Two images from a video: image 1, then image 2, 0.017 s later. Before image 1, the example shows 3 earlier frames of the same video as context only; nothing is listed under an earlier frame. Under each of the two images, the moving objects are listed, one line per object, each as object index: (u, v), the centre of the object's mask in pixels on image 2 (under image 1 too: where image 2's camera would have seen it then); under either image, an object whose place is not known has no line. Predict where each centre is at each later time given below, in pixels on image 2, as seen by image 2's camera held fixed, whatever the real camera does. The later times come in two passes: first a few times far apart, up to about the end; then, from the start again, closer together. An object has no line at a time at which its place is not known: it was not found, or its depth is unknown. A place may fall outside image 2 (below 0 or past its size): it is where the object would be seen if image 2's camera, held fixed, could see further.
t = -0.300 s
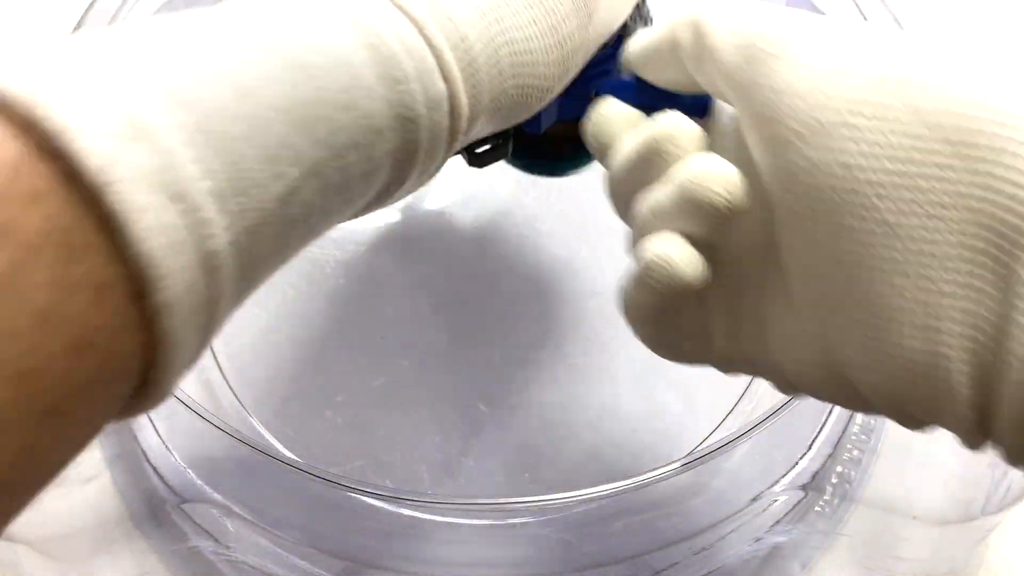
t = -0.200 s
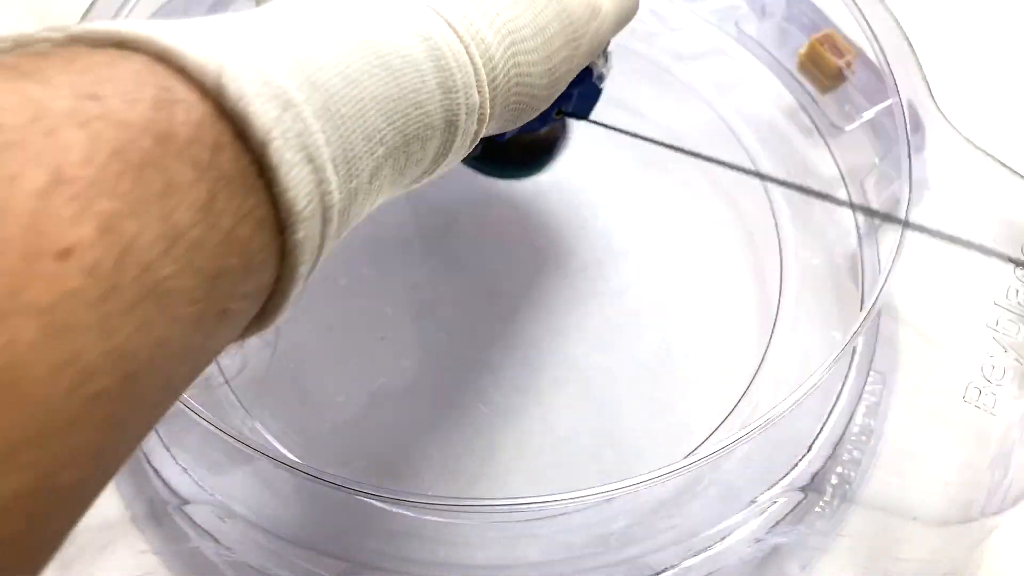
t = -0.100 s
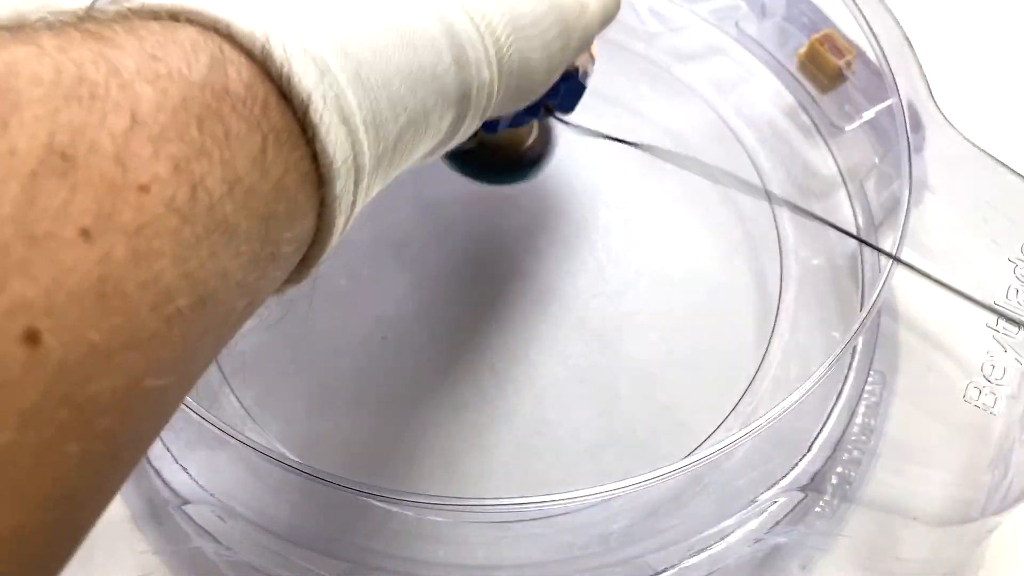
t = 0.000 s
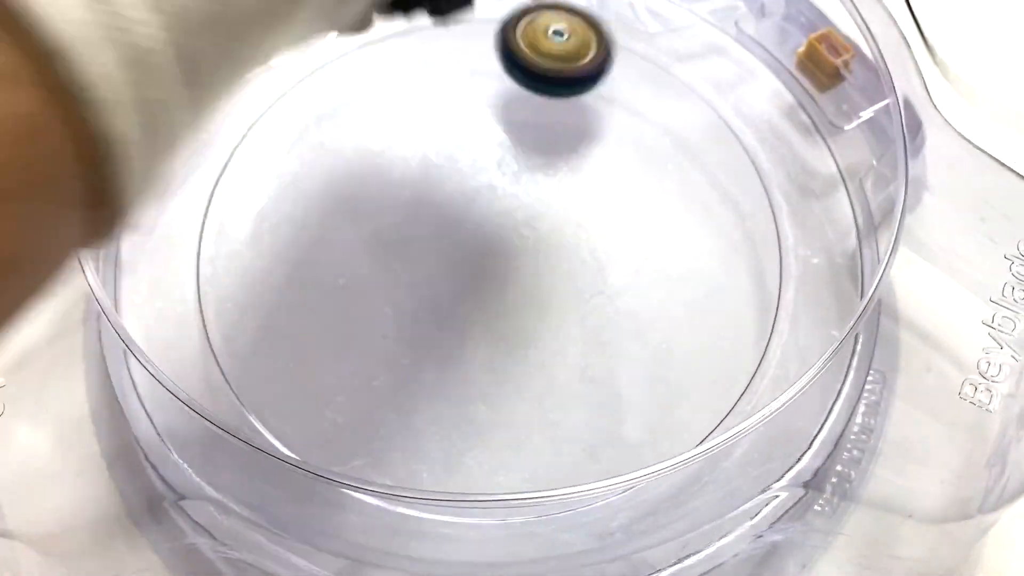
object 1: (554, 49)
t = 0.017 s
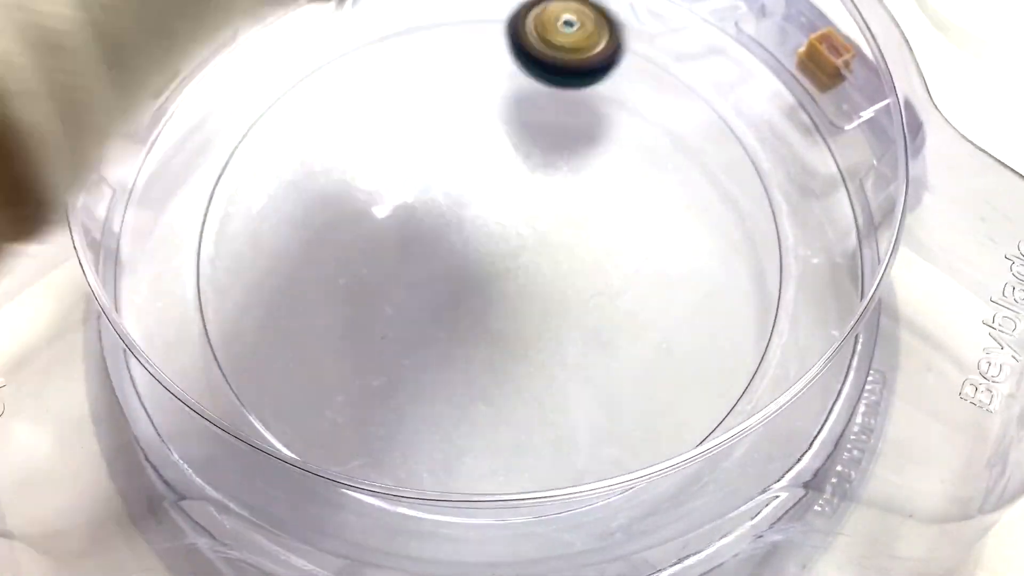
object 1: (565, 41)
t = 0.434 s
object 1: (605, 448)
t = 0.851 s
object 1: (334, 214)
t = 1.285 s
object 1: (744, 210)
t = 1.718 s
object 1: (471, 336)
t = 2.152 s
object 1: (480, 185)
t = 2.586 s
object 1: (524, 206)
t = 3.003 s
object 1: (475, 228)
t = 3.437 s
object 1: (464, 219)
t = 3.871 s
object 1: (484, 254)
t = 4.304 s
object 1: (495, 279)
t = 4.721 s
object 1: (518, 274)
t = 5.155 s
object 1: (481, 246)
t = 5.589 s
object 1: (514, 227)
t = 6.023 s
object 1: (535, 226)
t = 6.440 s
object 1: (572, 236)
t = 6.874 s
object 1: (570, 254)
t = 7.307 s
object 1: (740, 172)
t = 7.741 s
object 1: (687, 181)
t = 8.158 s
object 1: (687, 107)
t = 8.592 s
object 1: (575, 192)
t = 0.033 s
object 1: (576, 37)
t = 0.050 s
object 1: (586, 37)
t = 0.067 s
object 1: (596, 37)
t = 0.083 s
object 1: (609, 37)
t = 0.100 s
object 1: (621, 39)
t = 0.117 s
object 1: (633, 42)
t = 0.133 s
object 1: (645, 49)
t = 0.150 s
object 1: (659, 58)
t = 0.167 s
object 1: (673, 69)
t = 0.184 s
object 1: (688, 82)
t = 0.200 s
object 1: (702, 99)
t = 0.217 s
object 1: (717, 117)
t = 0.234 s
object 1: (732, 137)
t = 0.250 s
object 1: (749, 158)
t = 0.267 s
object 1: (763, 182)
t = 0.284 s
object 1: (777, 209)
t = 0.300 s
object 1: (788, 238)
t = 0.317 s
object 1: (782, 267)
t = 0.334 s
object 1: (769, 300)
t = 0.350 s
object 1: (751, 333)
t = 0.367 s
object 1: (730, 359)
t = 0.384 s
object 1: (707, 384)
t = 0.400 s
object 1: (676, 406)
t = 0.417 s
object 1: (637, 424)
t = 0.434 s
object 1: (605, 448)
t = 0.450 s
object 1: (566, 463)
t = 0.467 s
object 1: (528, 474)
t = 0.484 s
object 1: (493, 478)
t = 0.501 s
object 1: (458, 474)
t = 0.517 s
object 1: (425, 466)
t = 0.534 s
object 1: (395, 457)
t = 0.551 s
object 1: (373, 436)
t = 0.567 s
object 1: (348, 426)
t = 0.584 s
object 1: (329, 416)
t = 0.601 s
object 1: (309, 406)
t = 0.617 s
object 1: (293, 393)
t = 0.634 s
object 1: (279, 380)
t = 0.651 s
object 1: (268, 366)
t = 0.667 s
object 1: (262, 351)
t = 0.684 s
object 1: (259, 335)
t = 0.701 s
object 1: (259, 321)
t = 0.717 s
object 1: (261, 305)
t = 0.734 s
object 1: (265, 292)
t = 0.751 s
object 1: (270, 278)
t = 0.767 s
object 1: (277, 268)
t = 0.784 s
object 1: (287, 256)
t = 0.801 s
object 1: (298, 244)
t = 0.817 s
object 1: (309, 233)
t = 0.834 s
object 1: (322, 224)
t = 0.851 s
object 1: (334, 214)
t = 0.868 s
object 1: (350, 206)
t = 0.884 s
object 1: (363, 197)
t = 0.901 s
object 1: (379, 189)
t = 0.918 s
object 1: (393, 182)
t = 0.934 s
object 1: (409, 177)
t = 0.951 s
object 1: (425, 171)
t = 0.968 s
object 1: (442, 165)
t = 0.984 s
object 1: (458, 160)
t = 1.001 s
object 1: (475, 155)
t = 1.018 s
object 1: (491, 152)
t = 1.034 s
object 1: (508, 149)
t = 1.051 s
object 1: (524, 147)
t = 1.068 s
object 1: (542, 146)
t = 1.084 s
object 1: (559, 145)
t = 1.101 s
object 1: (577, 145)
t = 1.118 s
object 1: (594, 146)
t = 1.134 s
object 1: (611, 149)
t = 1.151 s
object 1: (627, 151)
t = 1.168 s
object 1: (644, 155)
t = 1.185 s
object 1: (660, 160)
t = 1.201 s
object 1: (676, 166)
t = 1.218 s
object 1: (691, 172)
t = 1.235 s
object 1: (705, 180)
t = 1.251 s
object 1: (719, 189)
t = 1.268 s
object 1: (732, 199)
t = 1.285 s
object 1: (744, 210)
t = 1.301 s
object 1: (755, 221)
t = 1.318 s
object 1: (764, 233)
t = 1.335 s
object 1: (772, 247)
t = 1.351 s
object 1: (778, 261)
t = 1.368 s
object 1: (774, 276)
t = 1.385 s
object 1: (763, 291)
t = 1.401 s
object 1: (751, 307)
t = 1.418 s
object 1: (738, 321)
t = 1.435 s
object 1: (723, 333)
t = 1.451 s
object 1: (707, 343)
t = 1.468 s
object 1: (691, 352)
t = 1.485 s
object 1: (673, 361)
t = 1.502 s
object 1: (655, 369)
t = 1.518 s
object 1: (637, 374)
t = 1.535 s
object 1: (621, 377)
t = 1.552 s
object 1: (604, 378)
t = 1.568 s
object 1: (587, 378)
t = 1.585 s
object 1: (571, 377)
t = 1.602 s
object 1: (555, 375)
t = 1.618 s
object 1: (540, 372)
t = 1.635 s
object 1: (527, 367)
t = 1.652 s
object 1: (514, 362)
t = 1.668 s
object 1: (502, 356)
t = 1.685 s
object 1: (491, 349)
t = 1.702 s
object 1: (481, 343)
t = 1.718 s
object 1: (471, 336)
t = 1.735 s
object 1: (463, 328)
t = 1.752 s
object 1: (457, 320)
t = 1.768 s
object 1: (451, 312)
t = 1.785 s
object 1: (447, 304)
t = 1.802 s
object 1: (443, 296)
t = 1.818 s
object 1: (441, 287)
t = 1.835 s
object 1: (438, 280)
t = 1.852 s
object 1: (437, 272)
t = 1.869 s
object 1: (437, 265)
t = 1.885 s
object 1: (436, 258)
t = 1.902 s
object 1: (437, 251)
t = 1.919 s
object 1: (437, 244)
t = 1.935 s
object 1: (439, 238)
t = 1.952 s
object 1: (441, 231)
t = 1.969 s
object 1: (443, 225)
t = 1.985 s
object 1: (446, 220)
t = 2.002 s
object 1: (449, 214)
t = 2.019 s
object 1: (451, 209)
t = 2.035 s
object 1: (454, 205)
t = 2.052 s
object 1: (458, 201)
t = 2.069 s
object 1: (462, 197)
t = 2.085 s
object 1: (465, 194)
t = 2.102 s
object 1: (469, 191)
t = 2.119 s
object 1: (473, 188)
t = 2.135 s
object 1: (476, 187)
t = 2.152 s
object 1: (480, 185)
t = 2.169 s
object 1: (484, 184)
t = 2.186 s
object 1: (487, 184)
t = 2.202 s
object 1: (491, 183)
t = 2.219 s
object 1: (494, 183)
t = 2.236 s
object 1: (497, 183)
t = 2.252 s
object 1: (500, 184)
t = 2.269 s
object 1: (503, 185)
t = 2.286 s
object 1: (506, 186)
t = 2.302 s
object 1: (508, 186)
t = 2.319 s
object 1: (511, 187)
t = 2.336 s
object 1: (514, 188)
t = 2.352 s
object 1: (515, 189)
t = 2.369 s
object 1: (517, 190)
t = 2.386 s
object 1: (519, 191)
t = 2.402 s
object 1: (520, 192)
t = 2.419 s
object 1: (521, 193)
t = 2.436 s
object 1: (522, 195)
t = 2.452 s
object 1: (524, 196)
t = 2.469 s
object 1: (524, 197)
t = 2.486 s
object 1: (525, 198)
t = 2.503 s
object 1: (525, 199)
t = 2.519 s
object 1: (525, 201)
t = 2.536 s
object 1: (526, 202)
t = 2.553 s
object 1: (525, 203)
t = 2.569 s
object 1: (525, 204)
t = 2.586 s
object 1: (524, 206)
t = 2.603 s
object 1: (524, 207)
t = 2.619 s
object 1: (522, 208)
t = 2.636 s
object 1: (521, 208)
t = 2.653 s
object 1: (520, 210)
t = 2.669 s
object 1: (519, 211)
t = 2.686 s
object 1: (517, 213)
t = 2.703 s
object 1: (516, 213)
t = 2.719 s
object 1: (513, 215)
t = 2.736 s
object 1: (512, 216)
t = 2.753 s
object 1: (510, 217)
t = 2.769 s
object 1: (508, 218)
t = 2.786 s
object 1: (505, 219)
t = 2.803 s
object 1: (502, 220)
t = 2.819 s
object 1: (500, 222)
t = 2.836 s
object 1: (498, 222)
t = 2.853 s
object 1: (496, 223)
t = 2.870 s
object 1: (493, 224)
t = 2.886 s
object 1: (491, 225)
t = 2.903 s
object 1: (488, 226)
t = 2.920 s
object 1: (486, 226)
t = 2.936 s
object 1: (483, 227)
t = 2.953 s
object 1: (481, 227)
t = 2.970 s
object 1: (479, 227)
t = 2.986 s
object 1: (477, 228)
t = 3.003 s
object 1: (475, 228)
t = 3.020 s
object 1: (473, 227)
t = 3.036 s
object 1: (471, 227)
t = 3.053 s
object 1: (469, 227)
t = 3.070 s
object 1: (468, 227)
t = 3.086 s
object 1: (467, 226)
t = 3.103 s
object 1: (466, 226)
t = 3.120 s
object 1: (465, 225)
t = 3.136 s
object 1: (464, 225)
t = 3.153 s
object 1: (463, 224)
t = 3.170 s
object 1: (463, 224)
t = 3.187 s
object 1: (462, 224)
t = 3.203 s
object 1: (462, 223)
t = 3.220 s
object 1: (462, 223)
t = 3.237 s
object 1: (462, 222)
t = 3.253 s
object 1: (462, 222)
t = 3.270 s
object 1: (462, 222)
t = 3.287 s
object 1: (462, 221)
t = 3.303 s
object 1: (462, 221)
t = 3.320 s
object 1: (462, 220)
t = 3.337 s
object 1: (462, 220)
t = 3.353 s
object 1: (462, 220)
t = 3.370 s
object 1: (463, 219)
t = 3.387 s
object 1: (463, 219)
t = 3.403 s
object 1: (463, 219)
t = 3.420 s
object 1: (464, 219)
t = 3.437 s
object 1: (464, 219)
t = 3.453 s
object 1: (464, 219)
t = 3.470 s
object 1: (464, 219)
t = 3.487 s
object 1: (464, 220)
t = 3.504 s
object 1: (465, 220)
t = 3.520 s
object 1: (466, 221)
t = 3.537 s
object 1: (466, 221)
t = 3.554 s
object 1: (467, 223)
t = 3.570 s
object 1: (467, 224)
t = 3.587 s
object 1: (468, 225)
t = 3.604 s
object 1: (469, 226)
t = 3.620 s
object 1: (470, 227)
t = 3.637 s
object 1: (471, 229)
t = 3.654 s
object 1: (472, 231)
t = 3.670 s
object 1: (473, 232)
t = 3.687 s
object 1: (475, 234)
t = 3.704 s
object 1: (476, 236)
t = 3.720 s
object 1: (477, 238)
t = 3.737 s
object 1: (478, 239)
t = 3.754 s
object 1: (479, 241)
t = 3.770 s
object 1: (481, 243)
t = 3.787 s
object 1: (481, 244)
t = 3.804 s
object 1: (482, 246)
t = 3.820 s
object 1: (482, 248)
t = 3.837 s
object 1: (483, 250)
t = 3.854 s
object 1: (483, 252)
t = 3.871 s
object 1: (484, 254)
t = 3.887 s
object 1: (485, 256)
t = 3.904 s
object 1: (485, 258)
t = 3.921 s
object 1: (486, 260)
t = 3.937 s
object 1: (486, 262)
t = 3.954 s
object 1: (487, 264)
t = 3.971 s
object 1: (487, 265)
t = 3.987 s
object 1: (488, 267)
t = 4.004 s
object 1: (489, 268)
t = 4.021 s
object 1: (489, 270)
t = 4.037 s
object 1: (489, 271)
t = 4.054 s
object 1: (489, 272)
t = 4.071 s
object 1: (489, 273)
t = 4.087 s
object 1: (490, 273)
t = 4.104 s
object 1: (490, 274)
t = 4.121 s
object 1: (490, 275)
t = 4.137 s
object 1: (490, 275)
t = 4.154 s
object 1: (490, 276)
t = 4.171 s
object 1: (490, 276)
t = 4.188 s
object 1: (491, 277)
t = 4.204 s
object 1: (491, 277)
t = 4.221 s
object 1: (492, 278)
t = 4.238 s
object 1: (492, 278)
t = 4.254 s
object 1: (493, 278)
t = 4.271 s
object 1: (493, 278)
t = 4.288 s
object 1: (494, 279)
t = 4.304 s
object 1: (495, 279)
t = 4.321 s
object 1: (495, 279)
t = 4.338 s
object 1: (496, 280)
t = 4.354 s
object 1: (497, 280)
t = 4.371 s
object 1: (498, 280)
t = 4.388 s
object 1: (498, 280)
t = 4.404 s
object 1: (499, 280)
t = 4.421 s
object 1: (500, 280)
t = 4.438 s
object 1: (501, 280)
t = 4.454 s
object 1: (502, 281)
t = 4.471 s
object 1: (502, 280)
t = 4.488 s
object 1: (503, 280)
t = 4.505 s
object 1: (504, 280)
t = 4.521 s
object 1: (505, 280)
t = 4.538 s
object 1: (506, 280)
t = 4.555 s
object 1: (507, 279)
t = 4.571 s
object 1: (508, 279)
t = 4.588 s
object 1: (509, 278)
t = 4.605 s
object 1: (510, 278)
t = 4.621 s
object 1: (511, 277)
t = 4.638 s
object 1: (512, 276)
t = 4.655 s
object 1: (513, 276)
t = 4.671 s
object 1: (515, 275)
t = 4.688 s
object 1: (516, 274)
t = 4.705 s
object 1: (517, 274)
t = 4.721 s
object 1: (518, 274)
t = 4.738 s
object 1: (519, 273)
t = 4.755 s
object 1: (520, 271)
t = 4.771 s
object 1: (522, 269)
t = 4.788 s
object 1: (522, 269)
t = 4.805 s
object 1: (523, 269)
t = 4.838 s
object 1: (524, 268)
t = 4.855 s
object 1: (526, 267)
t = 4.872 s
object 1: (527, 266)
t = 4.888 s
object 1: (527, 266)
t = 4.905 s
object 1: (528, 266)
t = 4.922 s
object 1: (529, 265)
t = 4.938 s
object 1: (529, 264)
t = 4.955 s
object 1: (526, 263)
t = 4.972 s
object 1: (516, 262)
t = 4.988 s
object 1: (507, 261)
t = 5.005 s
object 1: (499, 260)
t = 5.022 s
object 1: (493, 257)
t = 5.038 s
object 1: (489, 256)
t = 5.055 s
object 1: (485, 255)
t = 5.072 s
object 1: (483, 254)
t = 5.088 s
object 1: (481, 252)
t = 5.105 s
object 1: (481, 250)
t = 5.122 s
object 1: (480, 249)
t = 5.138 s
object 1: (480, 248)
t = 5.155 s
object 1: (481, 246)
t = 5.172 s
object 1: (482, 245)
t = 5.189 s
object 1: (483, 244)
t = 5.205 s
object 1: (484, 243)
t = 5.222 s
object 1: (485, 242)
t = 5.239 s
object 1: (486, 241)
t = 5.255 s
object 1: (487, 240)
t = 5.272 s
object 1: (489, 239)
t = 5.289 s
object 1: (490, 238)
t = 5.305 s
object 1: (492, 237)
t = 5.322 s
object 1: (493, 236)
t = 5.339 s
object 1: (495, 235)
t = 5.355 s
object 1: (496, 234)
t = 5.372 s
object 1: (498, 233)
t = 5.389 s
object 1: (499, 233)
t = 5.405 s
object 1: (501, 232)
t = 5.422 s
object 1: (501, 232)
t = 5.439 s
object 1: (503, 231)
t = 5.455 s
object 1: (504, 231)
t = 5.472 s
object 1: (506, 231)
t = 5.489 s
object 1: (507, 230)
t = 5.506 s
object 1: (508, 230)
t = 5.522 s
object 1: (509, 229)
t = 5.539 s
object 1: (510, 228)
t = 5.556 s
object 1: (511, 228)
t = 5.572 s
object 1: (512, 227)
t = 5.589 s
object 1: (514, 227)
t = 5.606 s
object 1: (514, 226)
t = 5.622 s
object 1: (515, 226)
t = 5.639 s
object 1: (516, 226)
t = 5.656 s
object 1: (518, 226)
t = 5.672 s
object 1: (519, 225)
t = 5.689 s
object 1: (520, 225)
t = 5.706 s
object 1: (521, 225)
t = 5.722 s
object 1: (521, 225)
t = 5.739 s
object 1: (522, 225)
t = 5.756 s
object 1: (523, 225)
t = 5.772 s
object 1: (524, 224)
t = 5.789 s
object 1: (525, 225)
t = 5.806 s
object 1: (526, 224)
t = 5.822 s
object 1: (526, 224)
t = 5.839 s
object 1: (527, 224)
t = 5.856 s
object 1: (528, 224)
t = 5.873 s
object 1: (529, 224)
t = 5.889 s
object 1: (530, 224)
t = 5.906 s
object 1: (530, 224)
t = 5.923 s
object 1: (531, 224)
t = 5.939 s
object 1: (532, 224)
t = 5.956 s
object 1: (532, 225)
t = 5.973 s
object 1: (533, 225)
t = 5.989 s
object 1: (533, 225)
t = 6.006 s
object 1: (534, 225)
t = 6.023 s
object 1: (535, 226)
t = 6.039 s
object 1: (535, 226)
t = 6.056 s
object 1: (536, 226)
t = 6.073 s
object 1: (536, 226)
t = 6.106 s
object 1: (536, 229)
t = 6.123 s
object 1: (536, 229)
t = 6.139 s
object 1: (536, 229)
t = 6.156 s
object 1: (536, 231)
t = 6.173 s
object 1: (537, 231)
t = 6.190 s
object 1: (536, 232)
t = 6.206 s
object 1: (536, 231)
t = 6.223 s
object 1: (535, 232)
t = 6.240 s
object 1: (535, 233)
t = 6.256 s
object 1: (534, 234)
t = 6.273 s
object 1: (534, 234)
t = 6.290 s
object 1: (534, 234)
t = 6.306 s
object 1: (533, 234)
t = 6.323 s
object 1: (533, 235)
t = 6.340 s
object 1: (532, 236)
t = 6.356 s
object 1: (532, 236)
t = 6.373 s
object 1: (535, 235)
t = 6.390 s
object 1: (542, 236)
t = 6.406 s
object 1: (552, 236)
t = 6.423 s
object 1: (563, 236)
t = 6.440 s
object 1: (572, 236)
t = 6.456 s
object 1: (579, 235)
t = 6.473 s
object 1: (586, 236)
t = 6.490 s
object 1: (592, 238)
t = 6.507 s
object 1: (597, 238)
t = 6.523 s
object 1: (601, 239)
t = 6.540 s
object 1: (605, 240)
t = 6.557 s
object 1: (607, 241)
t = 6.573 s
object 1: (609, 242)
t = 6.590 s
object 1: (610, 243)
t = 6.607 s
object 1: (610, 245)
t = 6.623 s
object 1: (610, 246)
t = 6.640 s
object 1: (609, 247)
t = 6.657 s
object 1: (608, 249)
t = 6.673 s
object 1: (606, 250)
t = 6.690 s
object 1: (604, 251)
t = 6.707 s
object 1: (601, 252)
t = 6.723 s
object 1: (599, 253)
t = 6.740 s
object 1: (596, 253)
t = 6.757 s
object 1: (593, 254)
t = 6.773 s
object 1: (591, 255)
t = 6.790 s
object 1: (587, 255)
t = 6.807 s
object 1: (584, 255)
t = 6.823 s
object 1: (580, 255)
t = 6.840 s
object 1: (576, 255)
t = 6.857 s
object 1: (573, 254)
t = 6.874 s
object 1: (570, 254)
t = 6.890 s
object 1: (567, 253)
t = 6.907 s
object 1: (563, 252)
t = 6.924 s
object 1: (560, 252)
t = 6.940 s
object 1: (556, 250)
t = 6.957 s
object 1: (553, 249)
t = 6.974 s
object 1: (550, 247)
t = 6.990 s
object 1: (546, 246)
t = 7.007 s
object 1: (542, 245)
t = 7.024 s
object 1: (547, 241)
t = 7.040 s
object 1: (575, 232)
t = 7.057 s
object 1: (600, 222)
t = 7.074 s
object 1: (622, 211)
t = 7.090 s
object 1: (642, 200)
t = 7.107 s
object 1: (660, 190)
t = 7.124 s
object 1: (676, 183)
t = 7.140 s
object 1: (690, 177)
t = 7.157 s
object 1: (702, 172)
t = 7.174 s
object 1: (711, 168)
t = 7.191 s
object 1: (720, 165)
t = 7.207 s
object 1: (727, 164)
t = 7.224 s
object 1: (733, 164)
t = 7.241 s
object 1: (737, 164)
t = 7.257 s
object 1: (740, 165)
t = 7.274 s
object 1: (741, 167)
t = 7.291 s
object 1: (741, 169)
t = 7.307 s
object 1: (740, 172)
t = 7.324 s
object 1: (737, 175)
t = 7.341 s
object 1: (734, 178)
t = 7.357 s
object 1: (729, 181)
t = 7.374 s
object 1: (723, 184)
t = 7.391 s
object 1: (716, 187)
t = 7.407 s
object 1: (709, 191)
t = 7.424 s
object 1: (702, 193)
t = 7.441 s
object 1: (693, 196)
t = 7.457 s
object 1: (686, 199)
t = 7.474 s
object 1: (682, 201)
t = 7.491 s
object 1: (693, 196)
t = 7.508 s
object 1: (703, 190)
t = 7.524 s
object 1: (709, 185)
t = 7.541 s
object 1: (714, 181)
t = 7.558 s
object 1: (718, 180)
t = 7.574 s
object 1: (720, 178)
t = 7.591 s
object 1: (721, 177)
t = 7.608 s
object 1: (720, 177)
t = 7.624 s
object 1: (719, 177)
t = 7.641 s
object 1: (716, 177)
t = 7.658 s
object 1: (714, 177)
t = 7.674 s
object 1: (709, 179)
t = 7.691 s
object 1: (704, 179)
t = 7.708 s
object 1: (699, 179)
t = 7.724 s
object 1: (692, 181)
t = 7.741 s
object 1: (687, 181)
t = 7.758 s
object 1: (680, 183)
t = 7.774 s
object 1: (672, 184)
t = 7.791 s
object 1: (665, 185)
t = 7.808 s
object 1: (658, 186)
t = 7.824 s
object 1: (650, 188)
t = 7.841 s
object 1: (641, 190)
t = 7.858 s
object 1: (632, 191)
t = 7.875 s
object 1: (624, 192)
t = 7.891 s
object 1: (616, 193)
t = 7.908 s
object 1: (607, 194)
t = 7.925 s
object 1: (600, 194)
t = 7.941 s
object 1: (592, 194)
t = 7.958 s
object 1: (583, 195)
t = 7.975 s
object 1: (575, 195)
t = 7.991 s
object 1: (567, 195)
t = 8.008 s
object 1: (559, 194)
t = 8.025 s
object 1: (550, 193)
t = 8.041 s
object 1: (542, 191)
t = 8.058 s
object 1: (535, 190)
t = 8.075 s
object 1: (560, 181)
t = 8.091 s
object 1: (589, 162)
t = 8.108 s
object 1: (616, 144)
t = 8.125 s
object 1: (642, 130)
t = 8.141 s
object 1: (666, 118)
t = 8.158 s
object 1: (687, 107)
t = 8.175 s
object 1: (702, 97)
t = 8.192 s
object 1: (713, 89)
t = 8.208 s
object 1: (721, 85)
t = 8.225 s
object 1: (726, 84)
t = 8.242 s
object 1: (730, 87)
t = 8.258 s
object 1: (733, 92)
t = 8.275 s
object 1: (734, 96)
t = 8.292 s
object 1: (733, 97)
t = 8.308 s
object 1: (731, 96)
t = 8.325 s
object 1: (727, 97)
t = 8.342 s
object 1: (722, 102)
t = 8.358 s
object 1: (716, 111)
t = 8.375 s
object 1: (708, 120)
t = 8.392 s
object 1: (701, 125)
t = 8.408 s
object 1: (693, 130)
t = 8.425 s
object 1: (685, 134)
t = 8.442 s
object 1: (675, 141)
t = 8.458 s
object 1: (666, 148)
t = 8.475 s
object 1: (655, 155)
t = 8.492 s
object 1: (645, 160)
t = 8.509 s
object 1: (635, 166)
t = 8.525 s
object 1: (624, 172)
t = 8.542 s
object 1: (613, 177)
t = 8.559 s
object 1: (601, 183)
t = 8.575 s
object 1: (588, 188)
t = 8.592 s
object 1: (575, 192)
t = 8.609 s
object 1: (562, 196)
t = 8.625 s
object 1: (551, 193)
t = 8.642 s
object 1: (557, 161)
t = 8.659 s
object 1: (562, 129)
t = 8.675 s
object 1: (565, 100)
